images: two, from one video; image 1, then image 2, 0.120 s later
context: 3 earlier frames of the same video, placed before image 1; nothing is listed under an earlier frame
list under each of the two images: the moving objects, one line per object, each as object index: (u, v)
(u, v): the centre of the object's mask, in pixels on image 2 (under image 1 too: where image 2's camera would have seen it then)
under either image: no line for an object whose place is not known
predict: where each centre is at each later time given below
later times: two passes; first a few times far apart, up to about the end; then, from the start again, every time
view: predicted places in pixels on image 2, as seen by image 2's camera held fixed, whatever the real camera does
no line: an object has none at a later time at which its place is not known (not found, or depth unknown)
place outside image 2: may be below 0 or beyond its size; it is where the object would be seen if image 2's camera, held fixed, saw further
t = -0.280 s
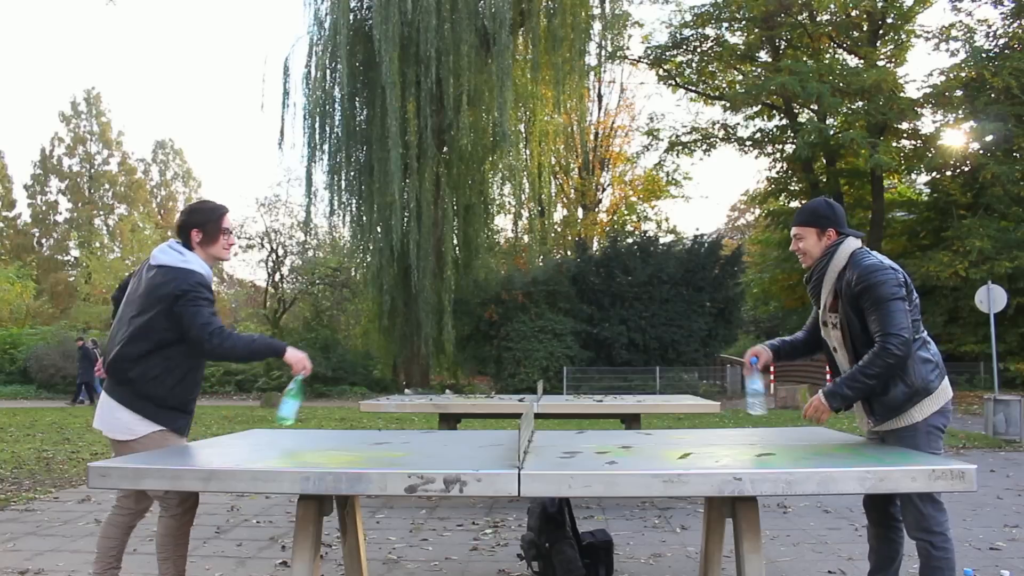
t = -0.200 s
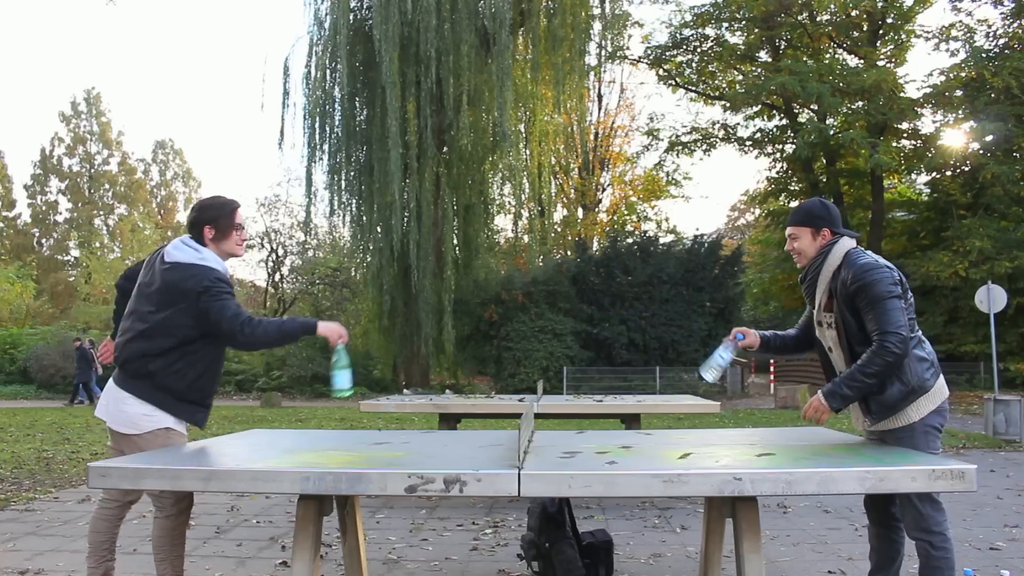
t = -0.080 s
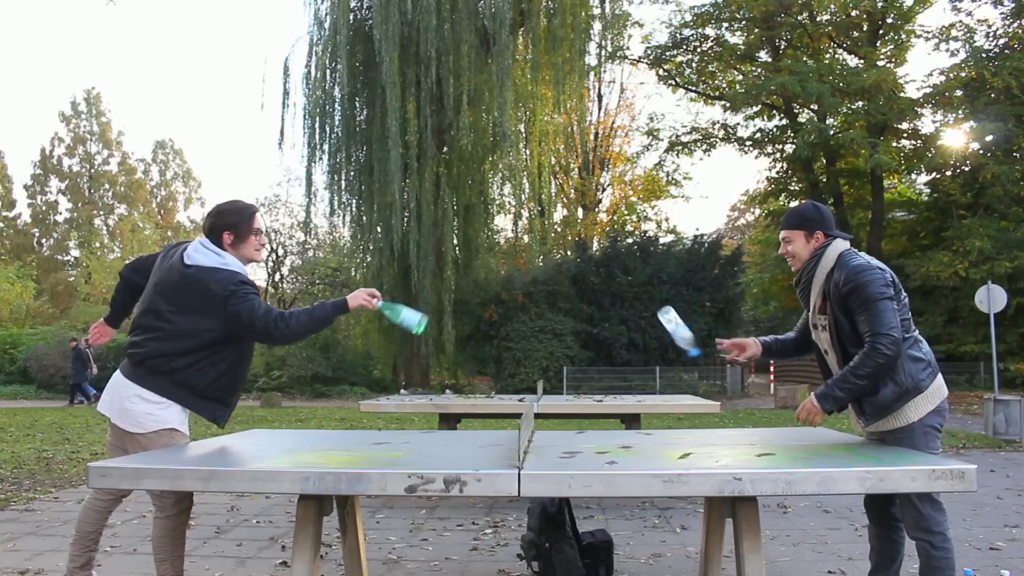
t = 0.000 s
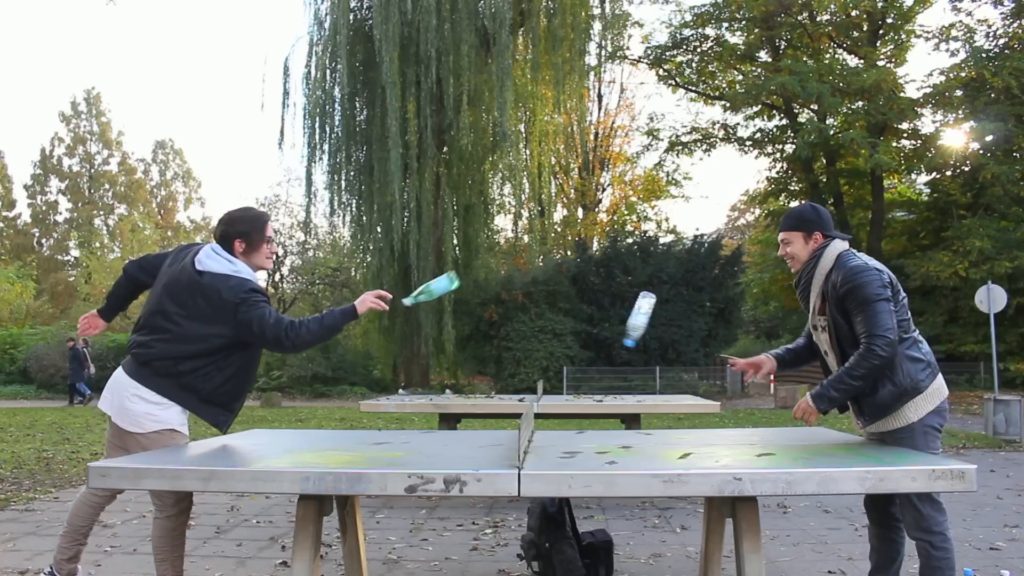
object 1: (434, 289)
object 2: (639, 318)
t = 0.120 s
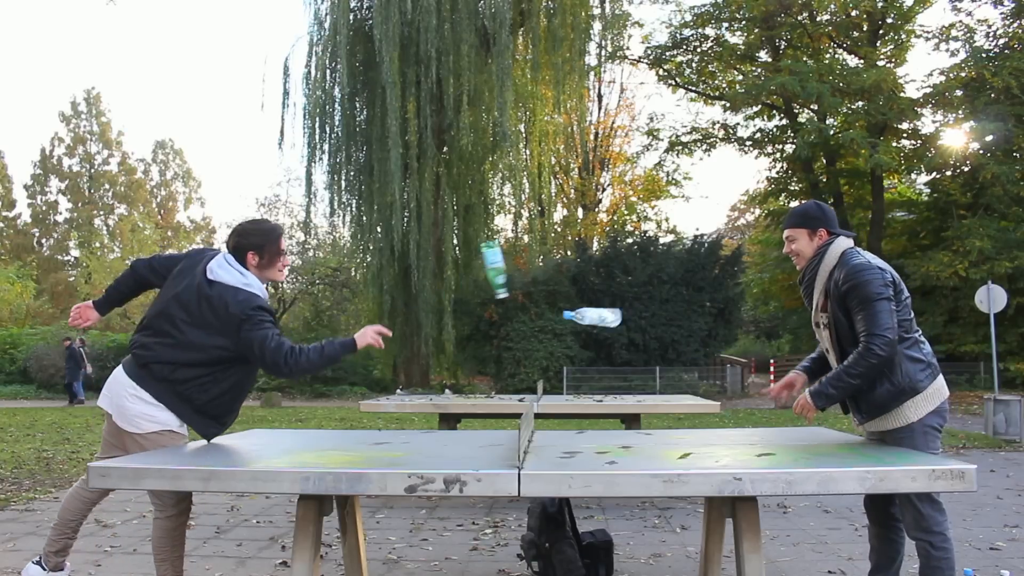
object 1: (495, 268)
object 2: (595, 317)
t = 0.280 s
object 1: (564, 270)
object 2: (547, 381)
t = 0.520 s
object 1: (649, 412)
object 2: (542, 417)
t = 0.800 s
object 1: (689, 419)
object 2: (541, 418)
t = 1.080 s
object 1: (701, 432)
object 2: (539, 418)
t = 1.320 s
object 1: (706, 430)
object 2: (539, 418)
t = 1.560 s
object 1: (707, 430)
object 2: (539, 418)
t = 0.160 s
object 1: (516, 264)
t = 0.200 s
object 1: (533, 261)
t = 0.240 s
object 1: (549, 263)
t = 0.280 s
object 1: (564, 270)
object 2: (547, 381)
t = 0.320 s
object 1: (578, 282)
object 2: (536, 409)
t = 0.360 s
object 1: (592, 298)
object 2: (539, 418)
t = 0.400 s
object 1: (606, 320)
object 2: (541, 417)
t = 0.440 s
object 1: (620, 346)
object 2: (542, 417)
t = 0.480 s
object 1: (635, 376)
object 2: (542, 417)
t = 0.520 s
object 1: (649, 412)
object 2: (542, 417)
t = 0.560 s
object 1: (656, 418)
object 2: (542, 417)
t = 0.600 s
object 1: (663, 418)
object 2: (540, 418)
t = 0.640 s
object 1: (668, 418)
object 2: (538, 418)
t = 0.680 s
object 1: (673, 418)
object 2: (538, 418)
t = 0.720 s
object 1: (678, 417)
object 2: (539, 418)
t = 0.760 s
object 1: (683, 418)
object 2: (541, 418)
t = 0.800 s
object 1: (689, 419)
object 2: (541, 418)
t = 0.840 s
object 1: (695, 423)
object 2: (540, 418)
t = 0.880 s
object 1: (700, 430)
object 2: (538, 418)
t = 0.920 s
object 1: (701, 431)
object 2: (538, 418)
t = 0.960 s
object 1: (701, 430)
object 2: (539, 419)
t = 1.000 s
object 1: (701, 433)
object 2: (540, 418)
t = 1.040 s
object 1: (701, 432)
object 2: (540, 418)
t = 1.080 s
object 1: (701, 432)
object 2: (539, 418)
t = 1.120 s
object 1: (701, 432)
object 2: (538, 418)
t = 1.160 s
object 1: (702, 432)
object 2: (539, 418)
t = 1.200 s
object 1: (702, 432)
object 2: (540, 418)
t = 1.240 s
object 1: (703, 431)
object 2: (539, 418)
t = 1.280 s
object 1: (705, 431)
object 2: (539, 418)
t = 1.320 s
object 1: (706, 430)
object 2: (539, 418)
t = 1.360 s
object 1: (705, 430)
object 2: (539, 418)
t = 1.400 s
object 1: (705, 430)
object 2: (539, 418)
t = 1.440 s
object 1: (706, 430)
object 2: (539, 418)
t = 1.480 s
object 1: (706, 430)
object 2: (539, 418)
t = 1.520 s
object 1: (707, 430)
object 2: (539, 418)
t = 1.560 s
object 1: (707, 430)
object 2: (539, 418)
